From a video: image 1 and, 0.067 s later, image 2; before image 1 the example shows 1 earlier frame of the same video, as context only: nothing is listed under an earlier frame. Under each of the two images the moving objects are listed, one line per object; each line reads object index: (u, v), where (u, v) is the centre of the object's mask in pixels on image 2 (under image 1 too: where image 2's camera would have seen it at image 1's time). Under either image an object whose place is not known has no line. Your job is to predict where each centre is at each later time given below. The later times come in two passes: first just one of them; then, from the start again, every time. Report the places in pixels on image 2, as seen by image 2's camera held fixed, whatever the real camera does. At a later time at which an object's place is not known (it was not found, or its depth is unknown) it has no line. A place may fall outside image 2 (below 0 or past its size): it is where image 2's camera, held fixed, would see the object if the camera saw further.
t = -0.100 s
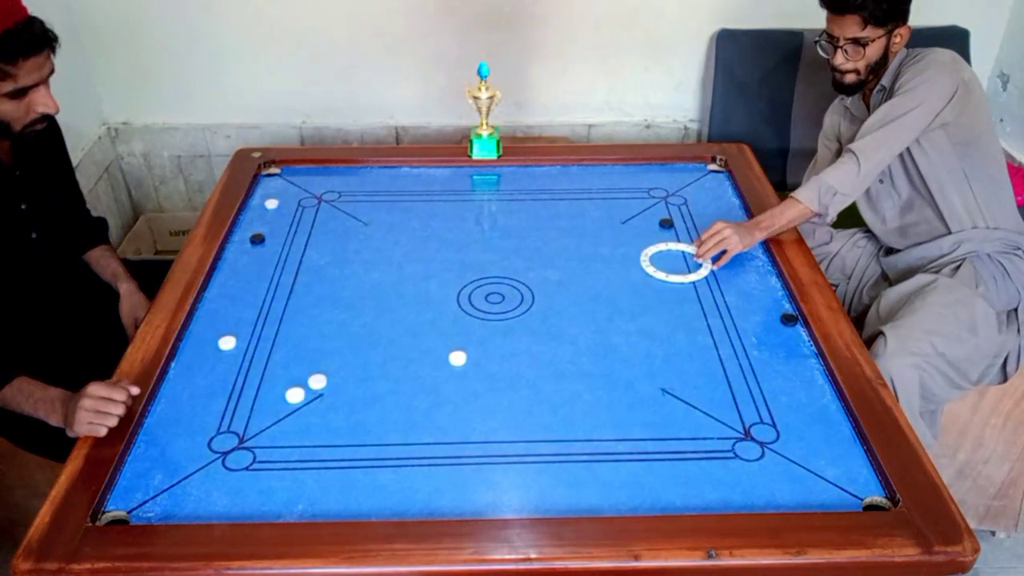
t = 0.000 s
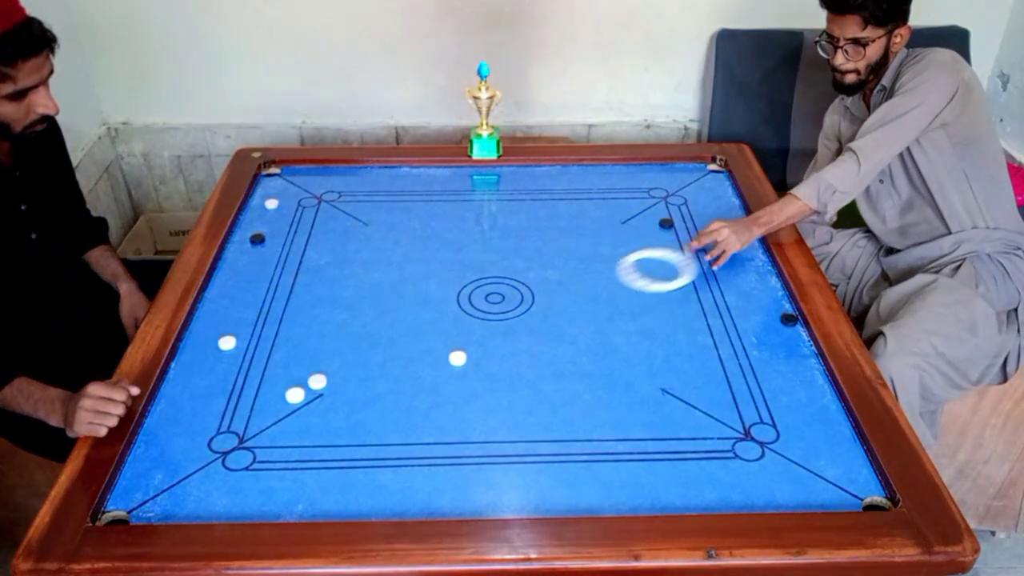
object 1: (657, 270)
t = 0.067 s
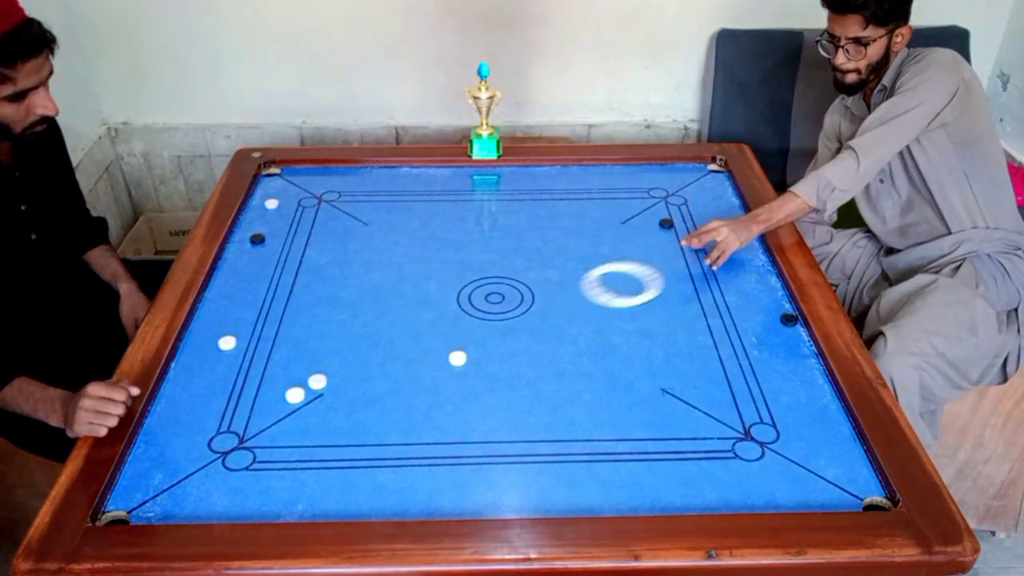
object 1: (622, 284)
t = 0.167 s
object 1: (567, 307)
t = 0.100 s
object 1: (604, 292)
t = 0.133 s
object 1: (586, 299)
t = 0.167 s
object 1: (567, 307)
